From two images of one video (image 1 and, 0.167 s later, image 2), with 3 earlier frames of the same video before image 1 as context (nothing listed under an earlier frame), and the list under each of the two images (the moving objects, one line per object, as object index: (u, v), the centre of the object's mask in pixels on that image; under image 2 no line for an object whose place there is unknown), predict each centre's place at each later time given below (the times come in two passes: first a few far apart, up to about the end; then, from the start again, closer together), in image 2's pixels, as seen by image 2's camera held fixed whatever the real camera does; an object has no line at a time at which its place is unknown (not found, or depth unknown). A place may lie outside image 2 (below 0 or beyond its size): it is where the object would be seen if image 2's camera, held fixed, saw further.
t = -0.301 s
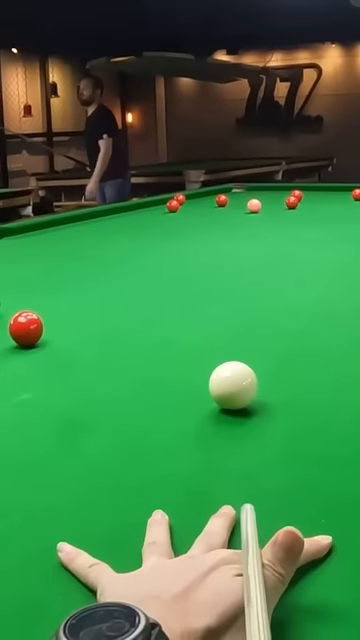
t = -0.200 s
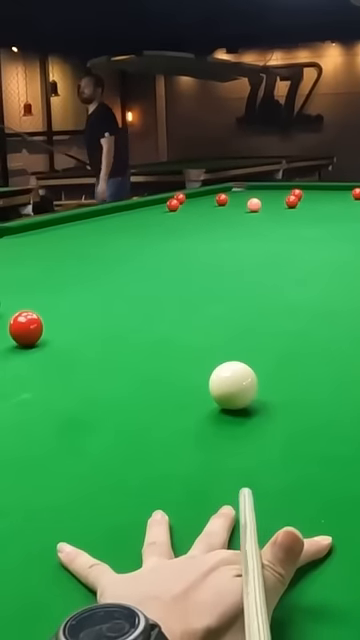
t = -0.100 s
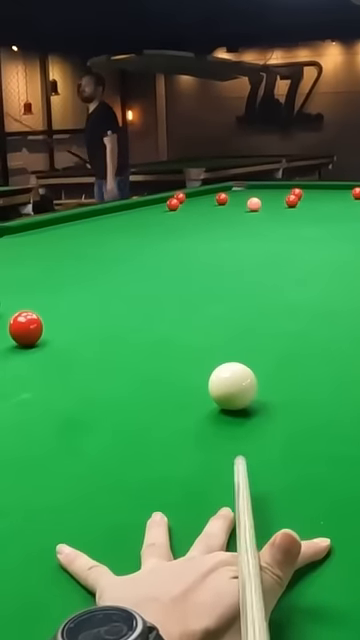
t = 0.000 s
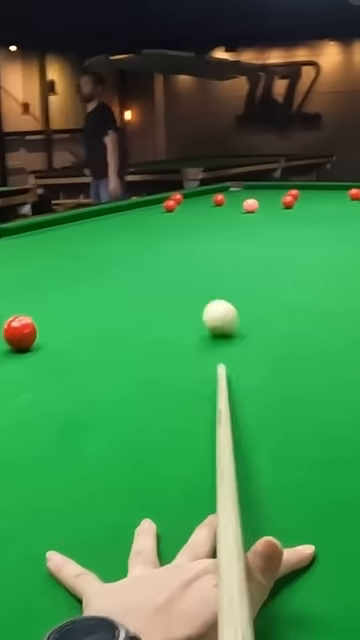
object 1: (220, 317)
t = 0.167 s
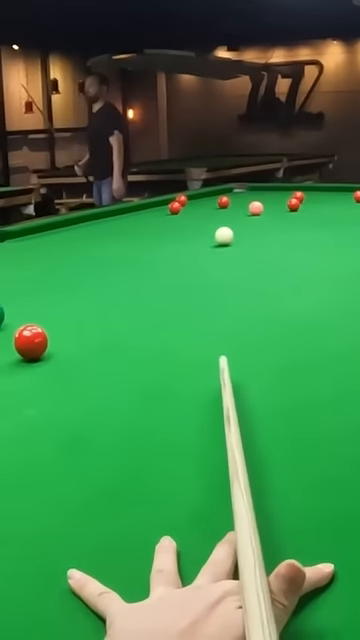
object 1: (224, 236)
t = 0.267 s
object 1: (222, 214)
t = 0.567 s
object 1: (197, 202)
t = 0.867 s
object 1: (167, 202)
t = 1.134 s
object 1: (151, 204)
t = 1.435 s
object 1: (163, 204)
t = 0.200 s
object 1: (223, 227)
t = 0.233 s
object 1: (223, 220)
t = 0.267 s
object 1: (222, 214)
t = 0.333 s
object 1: (222, 205)
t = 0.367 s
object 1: (219, 202)
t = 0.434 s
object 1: (211, 202)
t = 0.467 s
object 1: (207, 202)
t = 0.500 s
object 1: (204, 202)
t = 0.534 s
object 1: (200, 202)
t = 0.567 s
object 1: (197, 202)
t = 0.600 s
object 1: (194, 202)
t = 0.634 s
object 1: (191, 202)
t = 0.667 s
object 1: (187, 202)
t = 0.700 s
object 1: (185, 202)
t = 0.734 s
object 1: (182, 201)
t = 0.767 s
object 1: (179, 200)
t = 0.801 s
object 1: (174, 200)
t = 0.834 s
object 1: (170, 201)
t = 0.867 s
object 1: (167, 202)
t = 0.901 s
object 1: (165, 203)
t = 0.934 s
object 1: (162, 203)
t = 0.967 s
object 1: (159, 203)
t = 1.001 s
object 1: (156, 203)
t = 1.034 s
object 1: (153, 203)
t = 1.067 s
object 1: (151, 203)
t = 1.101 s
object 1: (149, 203)
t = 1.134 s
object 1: (151, 204)
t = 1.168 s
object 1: (152, 203)
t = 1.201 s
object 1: (154, 204)
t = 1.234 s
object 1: (155, 204)
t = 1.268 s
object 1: (156, 204)
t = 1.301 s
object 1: (158, 204)
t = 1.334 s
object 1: (159, 204)
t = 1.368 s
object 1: (160, 204)
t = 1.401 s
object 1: (162, 204)
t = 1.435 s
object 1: (163, 204)
